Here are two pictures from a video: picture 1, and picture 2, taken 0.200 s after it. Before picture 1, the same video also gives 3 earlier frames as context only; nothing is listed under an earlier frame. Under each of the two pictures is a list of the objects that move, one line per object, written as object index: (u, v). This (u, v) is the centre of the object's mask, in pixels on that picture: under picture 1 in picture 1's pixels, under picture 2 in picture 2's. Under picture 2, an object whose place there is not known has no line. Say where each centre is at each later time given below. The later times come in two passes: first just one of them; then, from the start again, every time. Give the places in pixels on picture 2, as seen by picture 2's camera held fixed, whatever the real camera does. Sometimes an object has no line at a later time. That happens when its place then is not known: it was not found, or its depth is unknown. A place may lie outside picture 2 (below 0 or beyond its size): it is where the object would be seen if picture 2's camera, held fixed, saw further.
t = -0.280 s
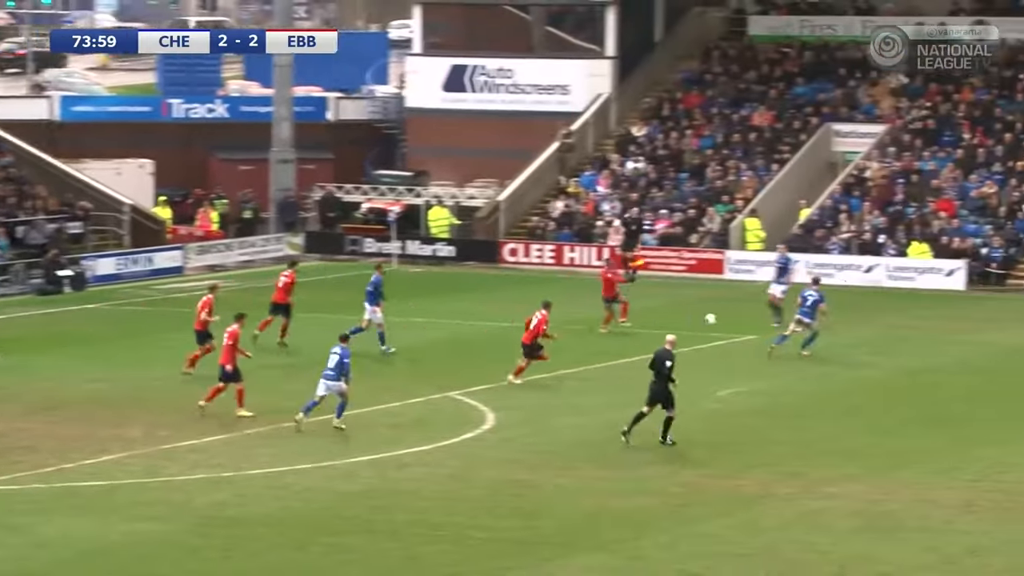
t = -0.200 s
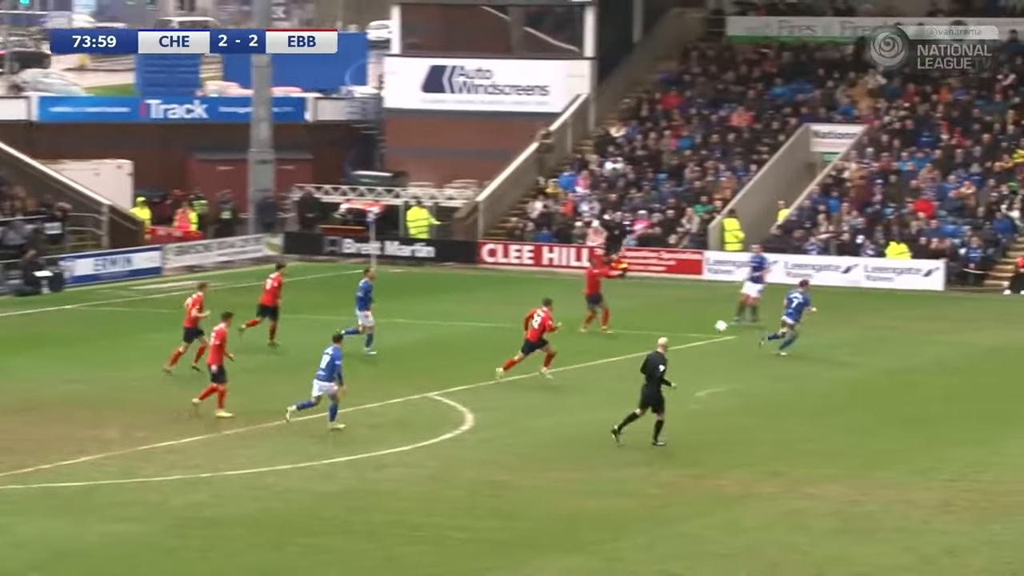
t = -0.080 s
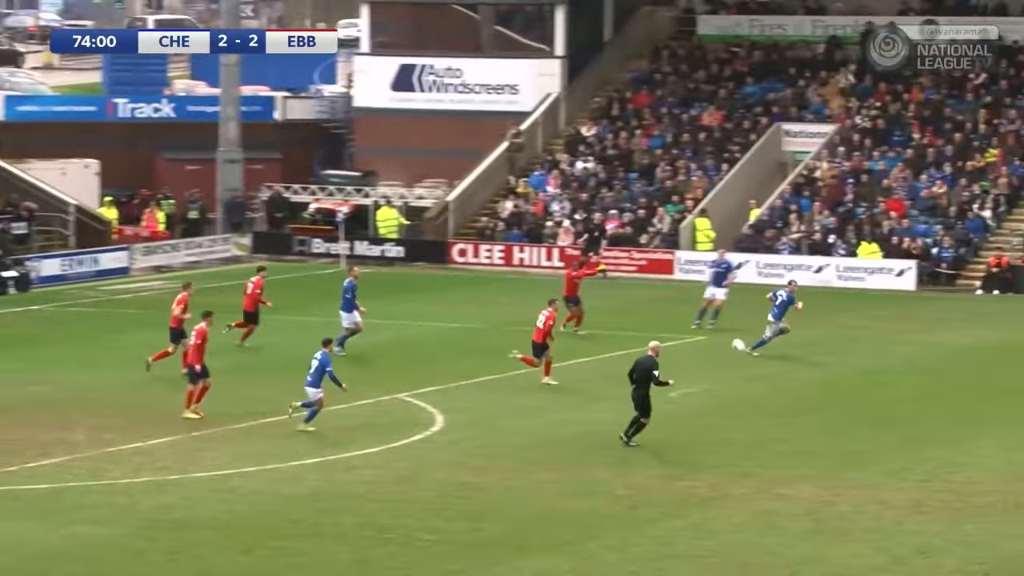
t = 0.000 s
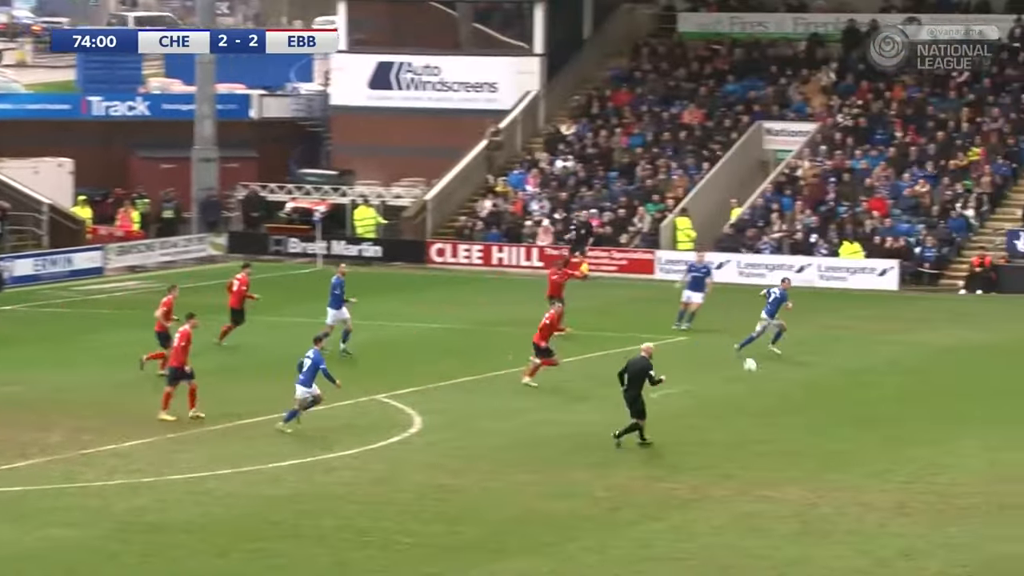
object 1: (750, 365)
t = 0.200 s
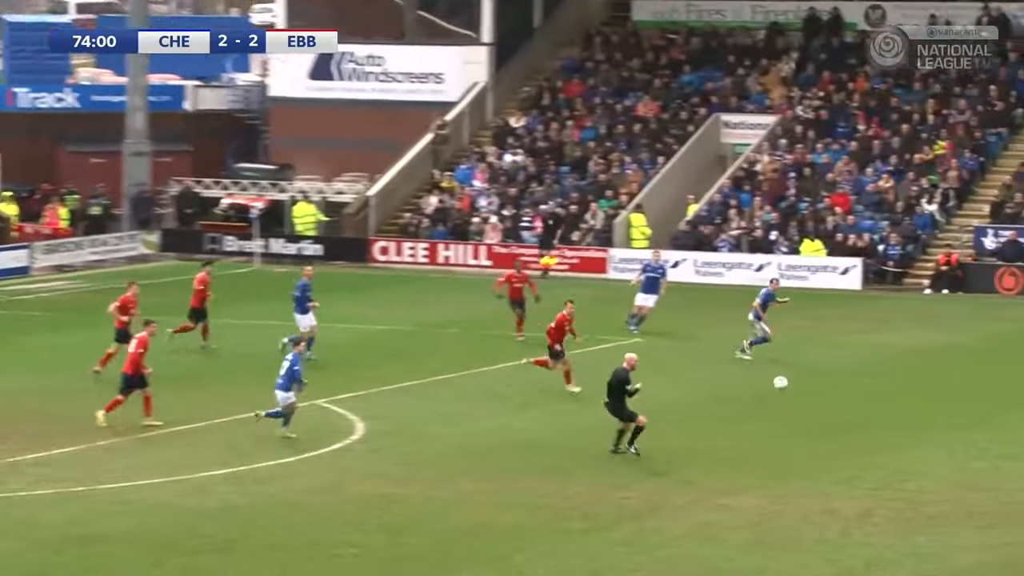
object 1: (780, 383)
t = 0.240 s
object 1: (794, 383)
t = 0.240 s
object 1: (794, 383)
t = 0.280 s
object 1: (809, 384)
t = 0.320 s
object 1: (823, 387)
